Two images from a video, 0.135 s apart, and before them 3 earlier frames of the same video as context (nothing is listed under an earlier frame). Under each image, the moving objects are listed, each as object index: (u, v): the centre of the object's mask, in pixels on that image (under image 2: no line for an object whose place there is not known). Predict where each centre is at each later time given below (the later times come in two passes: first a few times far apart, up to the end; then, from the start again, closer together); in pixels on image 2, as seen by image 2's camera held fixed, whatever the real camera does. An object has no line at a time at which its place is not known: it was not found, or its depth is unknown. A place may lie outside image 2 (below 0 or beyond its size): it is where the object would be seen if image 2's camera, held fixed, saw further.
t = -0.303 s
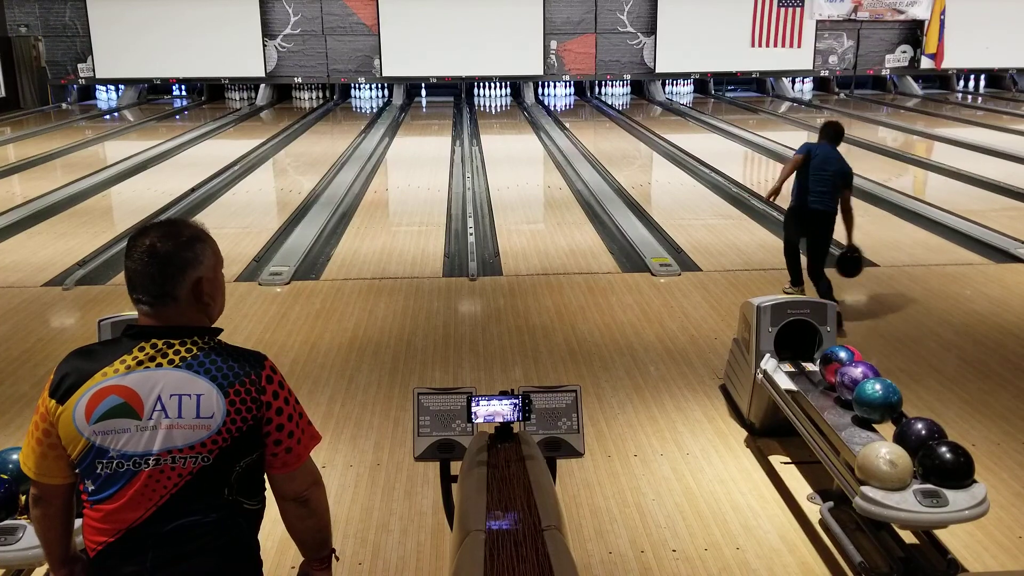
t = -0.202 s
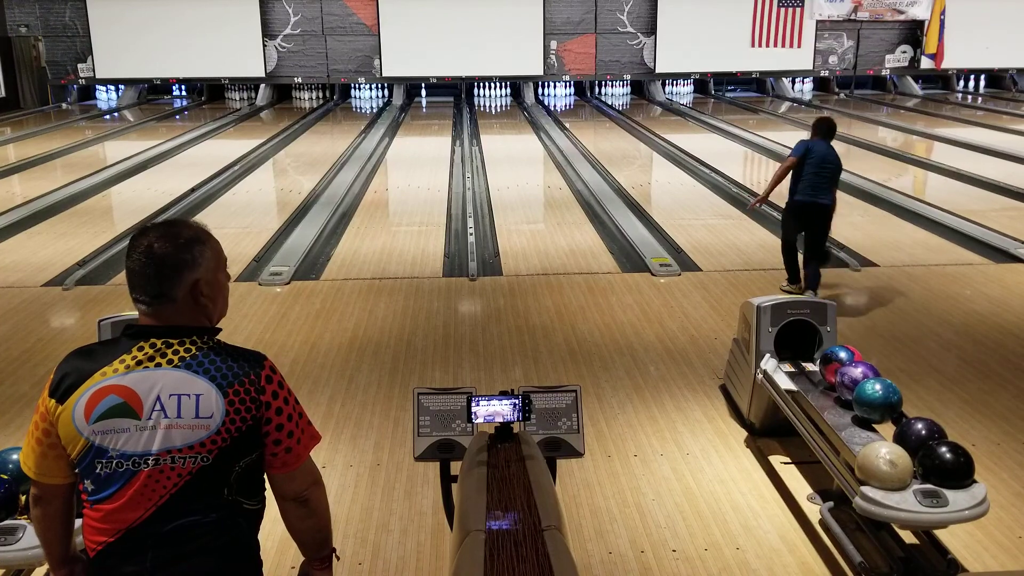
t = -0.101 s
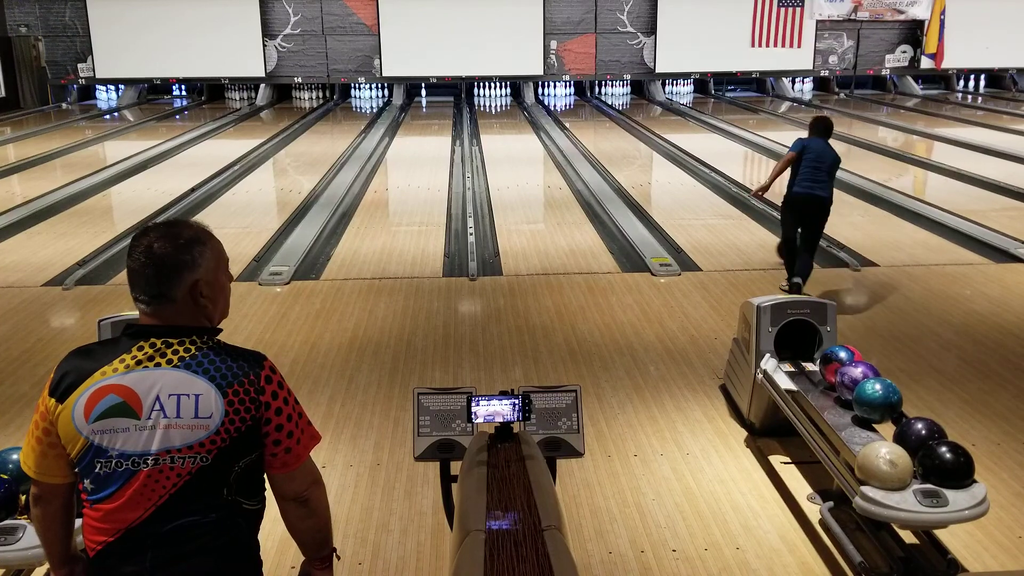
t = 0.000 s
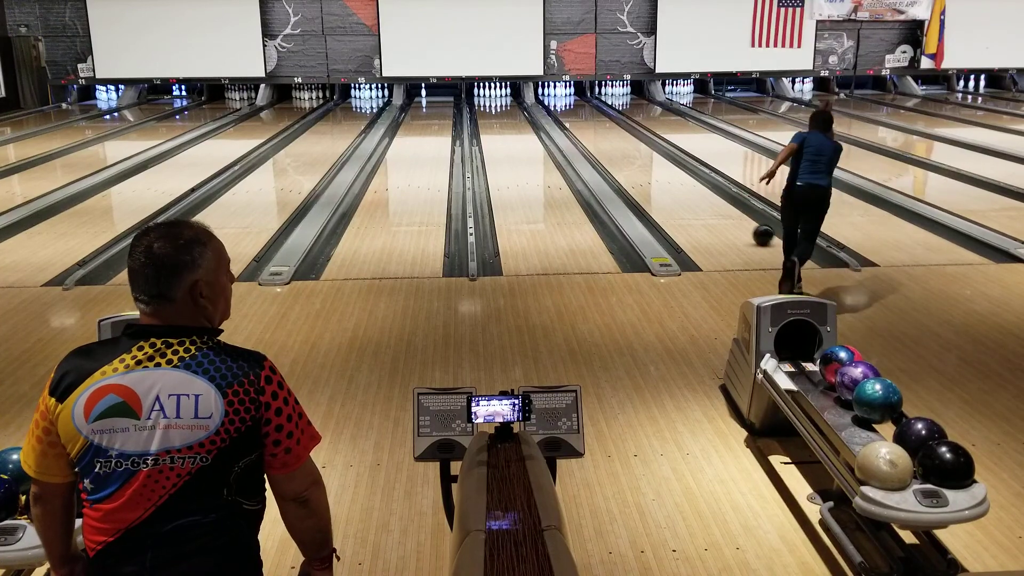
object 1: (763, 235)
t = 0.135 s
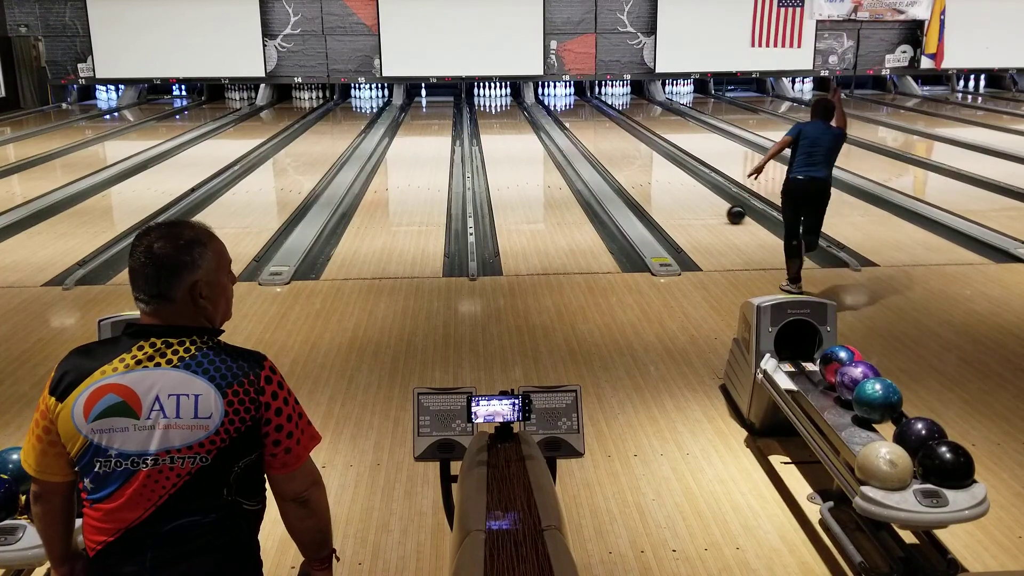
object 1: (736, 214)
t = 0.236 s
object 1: (719, 202)
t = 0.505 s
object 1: (682, 174)
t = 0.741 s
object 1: (658, 156)
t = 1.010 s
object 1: (636, 140)
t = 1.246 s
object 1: (620, 129)
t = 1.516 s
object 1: (605, 119)
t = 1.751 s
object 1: (594, 112)
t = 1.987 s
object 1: (585, 105)
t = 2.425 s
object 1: (567, 96)
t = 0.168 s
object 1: (730, 210)
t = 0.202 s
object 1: (724, 205)
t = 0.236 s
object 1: (719, 202)
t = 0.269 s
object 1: (713, 198)
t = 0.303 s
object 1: (708, 194)
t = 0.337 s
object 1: (704, 190)
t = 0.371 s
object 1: (699, 187)
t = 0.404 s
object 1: (695, 183)
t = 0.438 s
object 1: (690, 180)
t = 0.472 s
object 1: (686, 177)
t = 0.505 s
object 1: (682, 174)
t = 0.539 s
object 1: (678, 171)
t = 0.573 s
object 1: (675, 168)
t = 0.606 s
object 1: (671, 166)
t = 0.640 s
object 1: (667, 163)
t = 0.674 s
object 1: (664, 161)
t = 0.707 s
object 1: (661, 158)
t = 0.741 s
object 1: (658, 156)
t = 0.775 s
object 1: (655, 154)
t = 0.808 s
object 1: (652, 151)
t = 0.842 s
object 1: (649, 150)
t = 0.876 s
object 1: (646, 148)
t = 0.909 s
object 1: (643, 146)
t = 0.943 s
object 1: (641, 144)
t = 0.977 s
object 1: (638, 142)
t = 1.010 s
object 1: (636, 140)
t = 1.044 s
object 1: (634, 138)
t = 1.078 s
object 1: (631, 137)
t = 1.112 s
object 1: (629, 135)
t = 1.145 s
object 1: (627, 134)
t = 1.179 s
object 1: (624, 132)
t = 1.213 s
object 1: (622, 131)
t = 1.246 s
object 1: (620, 129)
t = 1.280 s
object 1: (618, 128)
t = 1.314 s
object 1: (616, 126)
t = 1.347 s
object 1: (614, 125)
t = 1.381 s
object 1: (612, 124)
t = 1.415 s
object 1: (610, 123)
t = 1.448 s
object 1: (609, 121)
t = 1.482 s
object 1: (607, 120)
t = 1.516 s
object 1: (605, 119)
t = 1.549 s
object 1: (604, 118)
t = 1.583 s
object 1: (602, 117)
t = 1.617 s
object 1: (600, 115)
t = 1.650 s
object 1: (599, 115)
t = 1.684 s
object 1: (597, 114)
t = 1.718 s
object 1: (595, 113)
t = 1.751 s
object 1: (594, 112)
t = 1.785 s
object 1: (592, 110)
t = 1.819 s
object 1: (591, 109)
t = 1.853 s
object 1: (590, 109)
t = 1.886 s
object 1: (588, 108)
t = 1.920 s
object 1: (587, 107)
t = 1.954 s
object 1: (586, 106)
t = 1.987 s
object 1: (585, 105)
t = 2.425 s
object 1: (567, 96)
